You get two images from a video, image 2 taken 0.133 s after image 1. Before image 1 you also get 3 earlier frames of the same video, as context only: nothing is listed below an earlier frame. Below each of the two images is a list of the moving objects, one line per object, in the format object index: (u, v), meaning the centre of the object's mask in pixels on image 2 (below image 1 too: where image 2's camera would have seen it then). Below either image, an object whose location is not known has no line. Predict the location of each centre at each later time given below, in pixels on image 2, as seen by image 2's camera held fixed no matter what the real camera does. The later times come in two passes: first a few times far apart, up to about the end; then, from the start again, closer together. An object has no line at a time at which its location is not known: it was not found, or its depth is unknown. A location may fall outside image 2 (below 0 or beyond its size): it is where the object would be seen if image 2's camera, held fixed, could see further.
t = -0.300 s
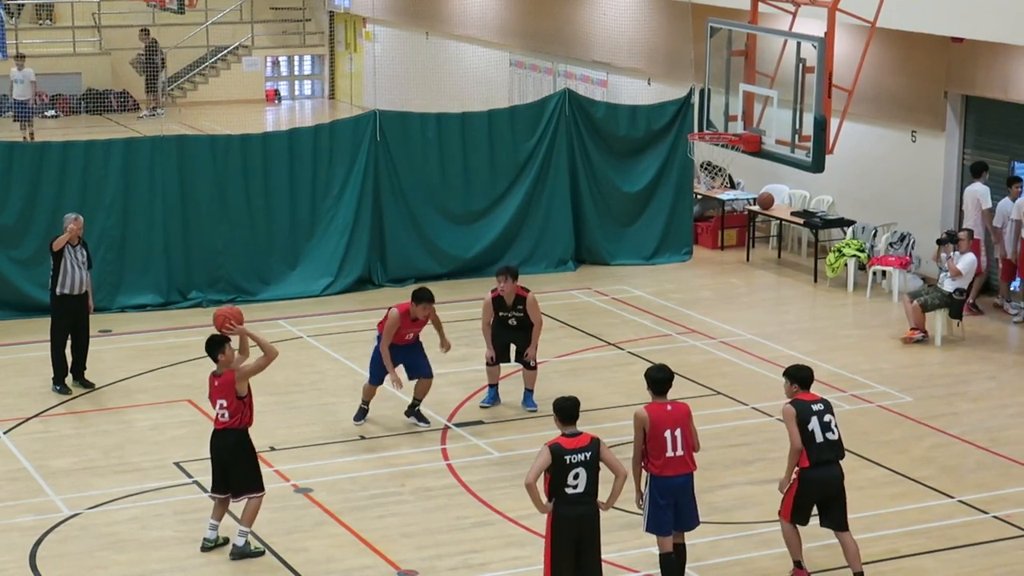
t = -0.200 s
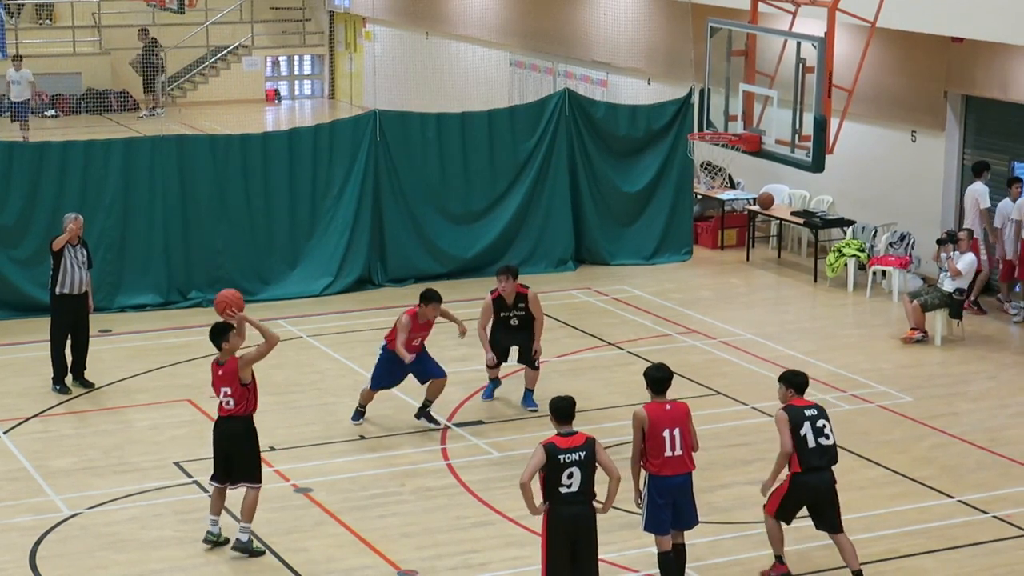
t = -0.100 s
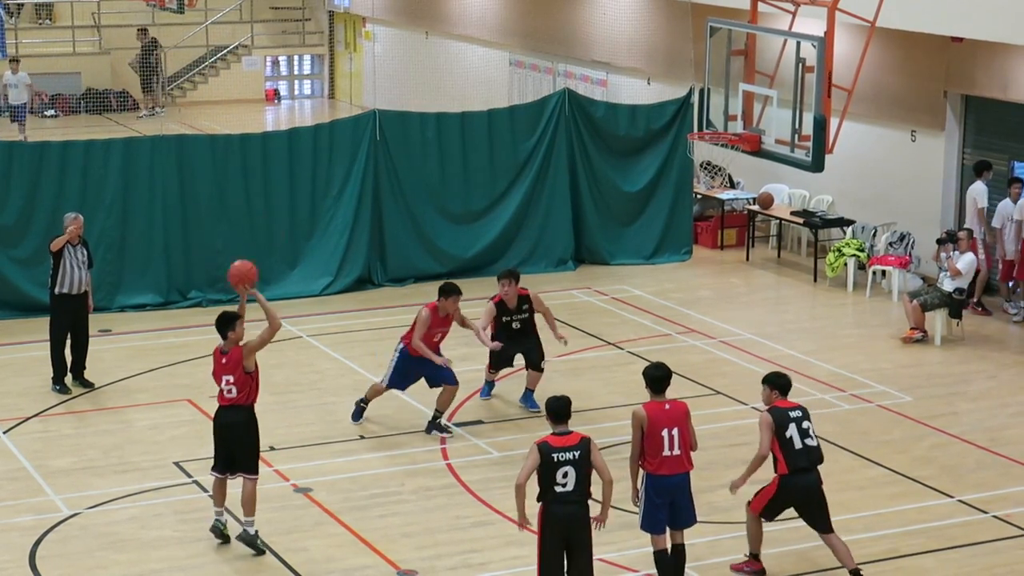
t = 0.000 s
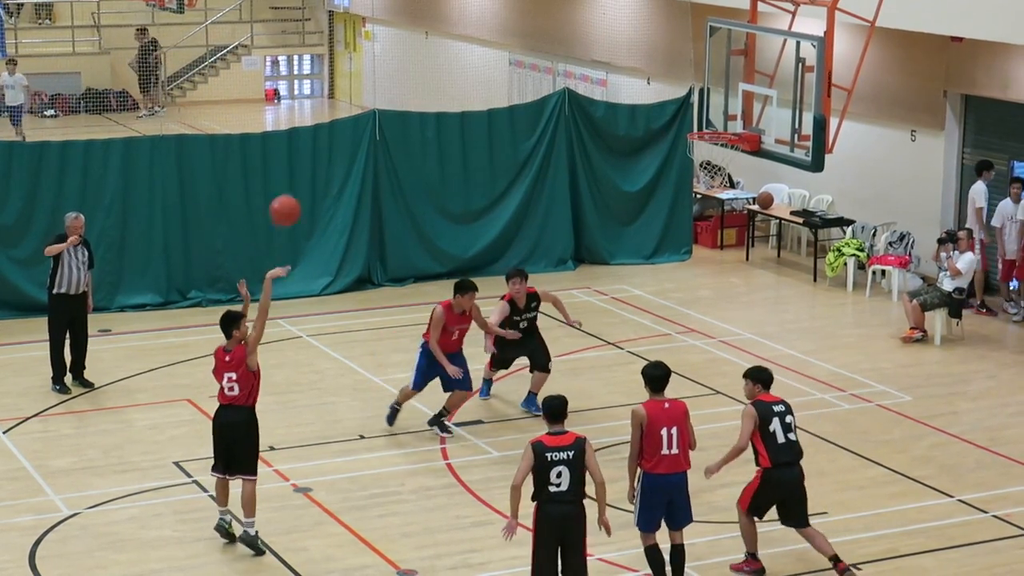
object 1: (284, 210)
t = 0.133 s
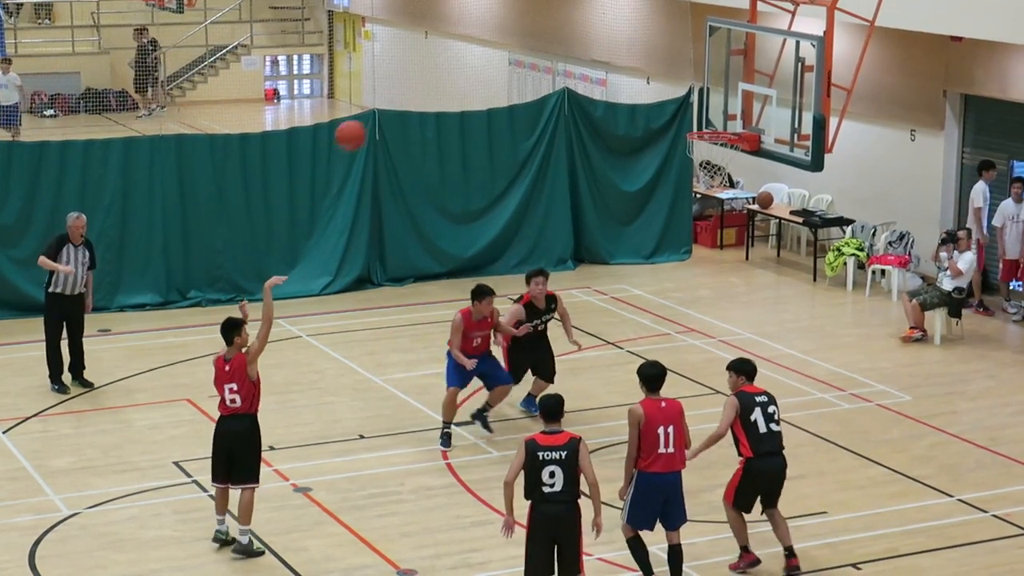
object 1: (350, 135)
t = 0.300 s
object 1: (432, 74)
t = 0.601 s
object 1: (570, 51)
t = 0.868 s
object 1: (681, 117)
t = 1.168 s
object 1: (703, 94)
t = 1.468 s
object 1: (716, 148)
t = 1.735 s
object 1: (728, 235)
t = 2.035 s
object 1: (733, 415)
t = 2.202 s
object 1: (744, 382)
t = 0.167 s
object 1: (367, 121)
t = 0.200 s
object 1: (384, 107)
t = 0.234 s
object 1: (400, 94)
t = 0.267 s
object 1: (416, 83)
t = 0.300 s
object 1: (432, 74)
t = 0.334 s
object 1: (447, 66)
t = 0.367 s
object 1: (463, 59)
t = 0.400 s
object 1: (479, 54)
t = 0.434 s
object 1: (494, 50)
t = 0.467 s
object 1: (509, 48)
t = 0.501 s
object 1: (525, 46)
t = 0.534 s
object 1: (540, 47)
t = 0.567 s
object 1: (555, 49)
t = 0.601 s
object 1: (570, 51)
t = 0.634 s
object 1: (584, 55)
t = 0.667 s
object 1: (599, 60)
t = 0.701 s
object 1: (612, 66)
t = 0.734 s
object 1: (627, 74)
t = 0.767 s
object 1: (640, 83)
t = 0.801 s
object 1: (654, 93)
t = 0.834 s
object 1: (668, 105)
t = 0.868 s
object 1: (681, 117)
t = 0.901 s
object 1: (689, 123)
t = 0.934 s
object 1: (691, 115)
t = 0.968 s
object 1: (693, 108)
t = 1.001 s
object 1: (694, 103)
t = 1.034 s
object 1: (697, 98)
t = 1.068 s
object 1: (698, 95)
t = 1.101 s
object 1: (700, 94)
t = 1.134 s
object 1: (701, 94)
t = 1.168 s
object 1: (703, 94)
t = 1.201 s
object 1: (704, 96)
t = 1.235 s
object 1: (706, 99)
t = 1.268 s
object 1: (708, 103)
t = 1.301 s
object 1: (709, 109)
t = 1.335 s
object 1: (711, 117)
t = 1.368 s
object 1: (712, 125)
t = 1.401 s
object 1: (714, 130)
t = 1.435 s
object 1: (714, 139)
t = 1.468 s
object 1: (716, 148)
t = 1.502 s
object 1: (719, 153)
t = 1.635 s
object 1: (724, 193)
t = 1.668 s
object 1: (726, 208)
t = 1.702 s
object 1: (727, 220)
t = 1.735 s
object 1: (728, 235)
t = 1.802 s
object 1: (729, 268)
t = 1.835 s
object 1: (729, 286)
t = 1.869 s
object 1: (730, 305)
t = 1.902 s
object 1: (731, 325)
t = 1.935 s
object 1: (731, 346)
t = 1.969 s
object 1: (732, 369)
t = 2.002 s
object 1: (732, 391)
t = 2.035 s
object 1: (733, 415)
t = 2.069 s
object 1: (734, 440)
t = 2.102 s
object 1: (735, 440)
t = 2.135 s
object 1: (738, 420)
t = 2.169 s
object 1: (741, 400)
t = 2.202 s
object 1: (744, 382)
